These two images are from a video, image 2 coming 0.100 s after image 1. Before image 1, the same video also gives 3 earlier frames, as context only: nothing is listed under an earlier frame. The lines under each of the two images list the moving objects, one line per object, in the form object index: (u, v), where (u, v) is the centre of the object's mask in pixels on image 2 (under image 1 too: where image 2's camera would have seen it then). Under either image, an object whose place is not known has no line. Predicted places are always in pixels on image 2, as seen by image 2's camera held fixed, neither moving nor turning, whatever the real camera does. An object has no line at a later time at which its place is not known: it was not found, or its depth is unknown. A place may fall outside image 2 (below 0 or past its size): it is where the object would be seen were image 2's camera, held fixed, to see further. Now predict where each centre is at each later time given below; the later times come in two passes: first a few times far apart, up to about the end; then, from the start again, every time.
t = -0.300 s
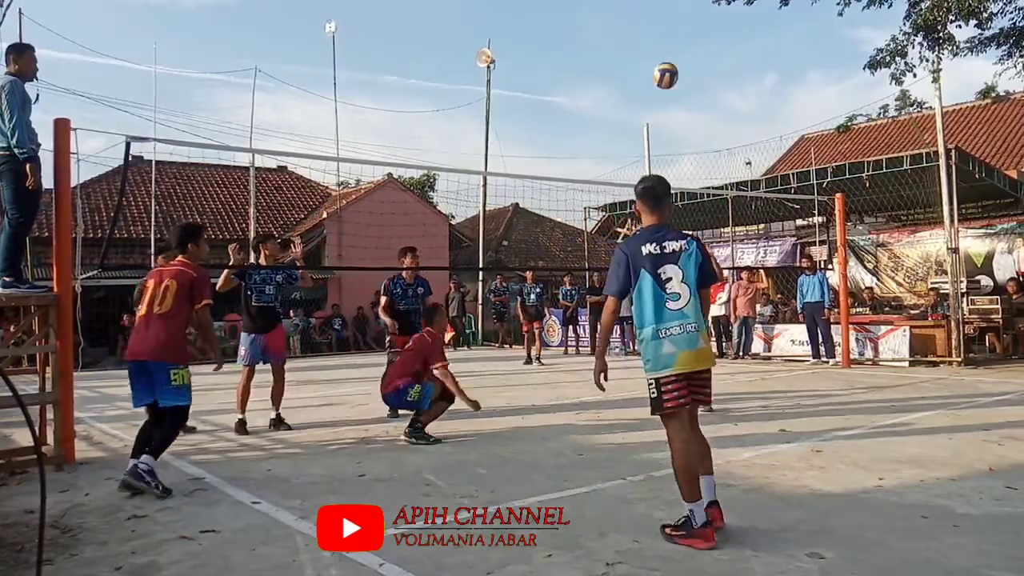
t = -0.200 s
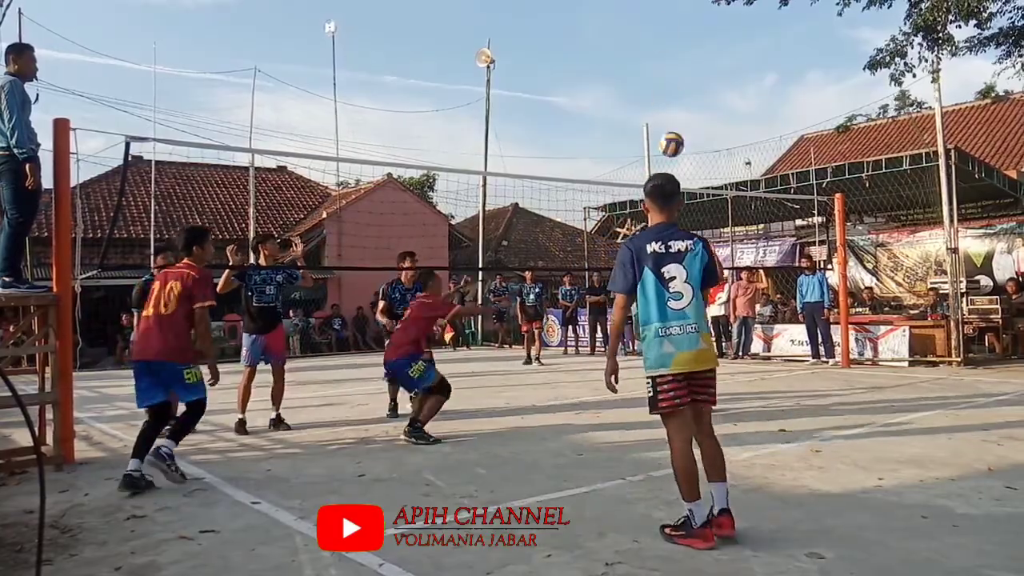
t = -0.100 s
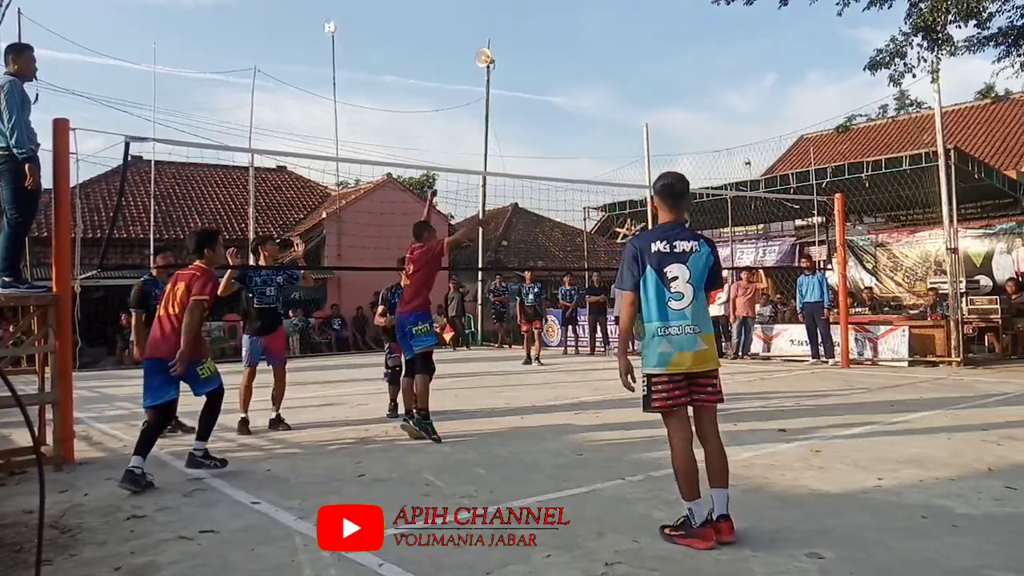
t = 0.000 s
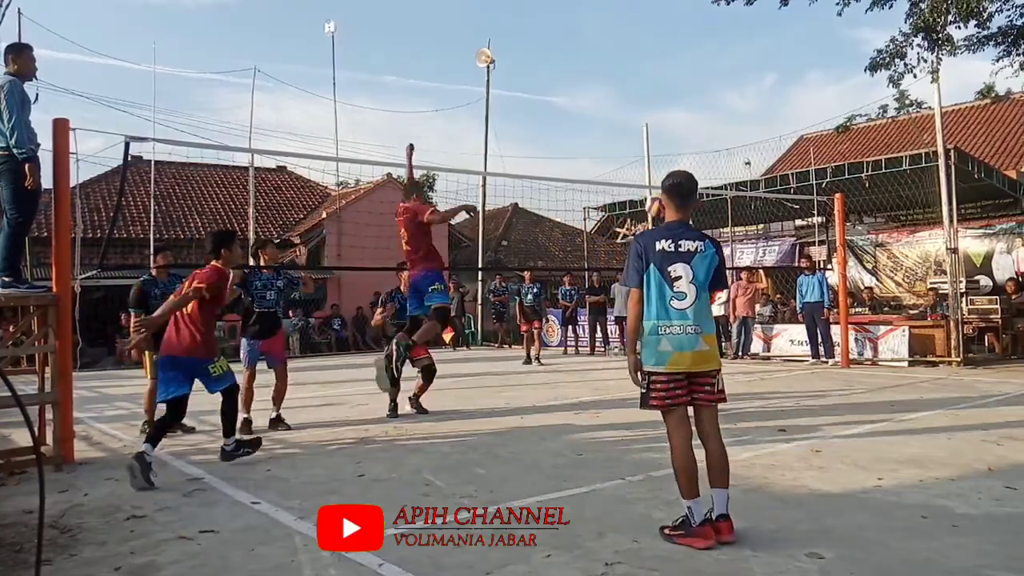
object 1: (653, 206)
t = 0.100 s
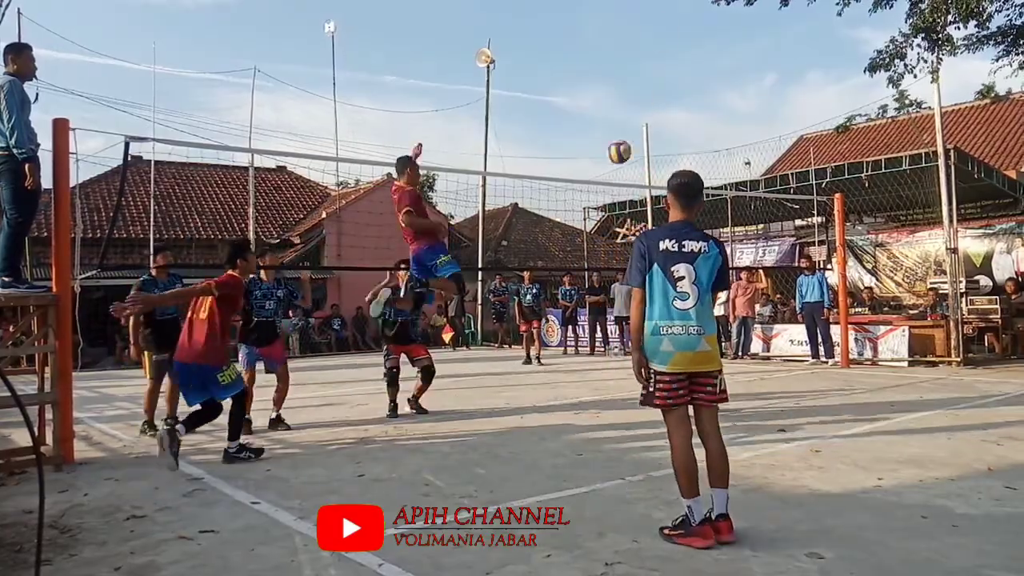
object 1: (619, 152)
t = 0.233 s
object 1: (566, 95)
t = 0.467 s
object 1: (467, 39)
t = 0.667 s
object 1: (375, 41)
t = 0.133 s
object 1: (606, 136)
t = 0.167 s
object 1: (593, 121)
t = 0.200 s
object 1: (579, 108)
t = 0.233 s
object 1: (566, 95)
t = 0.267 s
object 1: (552, 83)
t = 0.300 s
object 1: (538, 73)
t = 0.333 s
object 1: (524, 64)
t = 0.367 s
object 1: (510, 56)
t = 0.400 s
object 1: (496, 49)
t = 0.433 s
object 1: (481, 43)
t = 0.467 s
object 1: (467, 39)
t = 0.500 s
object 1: (452, 36)
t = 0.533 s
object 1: (437, 34)
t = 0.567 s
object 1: (422, 34)
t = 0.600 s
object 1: (406, 35)
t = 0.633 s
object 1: (391, 38)
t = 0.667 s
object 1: (375, 41)
